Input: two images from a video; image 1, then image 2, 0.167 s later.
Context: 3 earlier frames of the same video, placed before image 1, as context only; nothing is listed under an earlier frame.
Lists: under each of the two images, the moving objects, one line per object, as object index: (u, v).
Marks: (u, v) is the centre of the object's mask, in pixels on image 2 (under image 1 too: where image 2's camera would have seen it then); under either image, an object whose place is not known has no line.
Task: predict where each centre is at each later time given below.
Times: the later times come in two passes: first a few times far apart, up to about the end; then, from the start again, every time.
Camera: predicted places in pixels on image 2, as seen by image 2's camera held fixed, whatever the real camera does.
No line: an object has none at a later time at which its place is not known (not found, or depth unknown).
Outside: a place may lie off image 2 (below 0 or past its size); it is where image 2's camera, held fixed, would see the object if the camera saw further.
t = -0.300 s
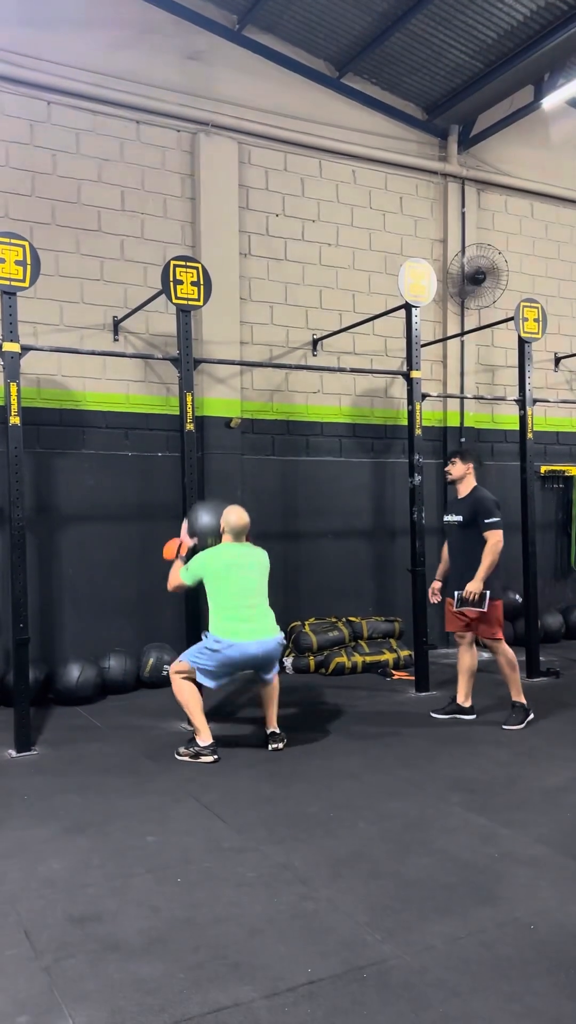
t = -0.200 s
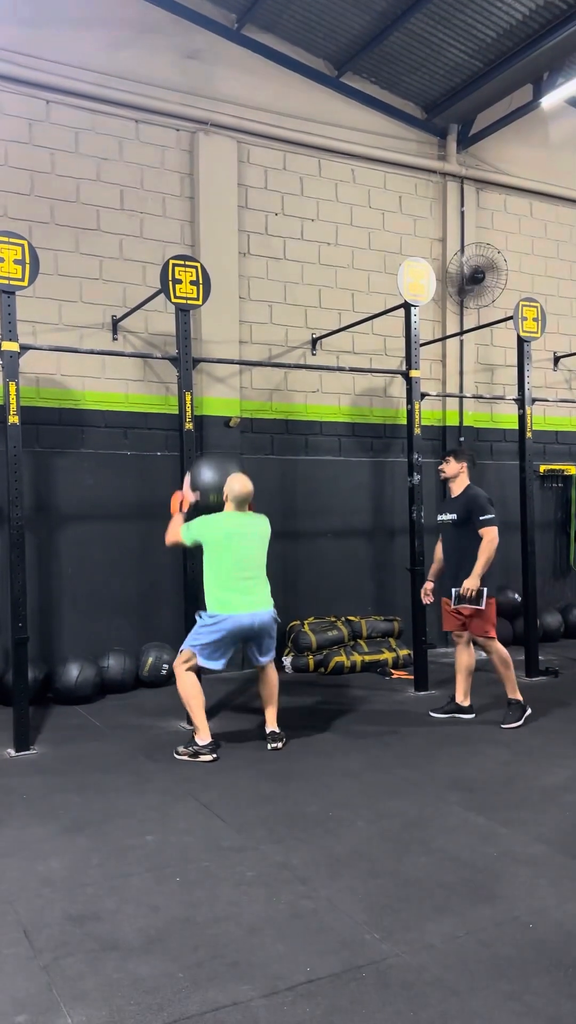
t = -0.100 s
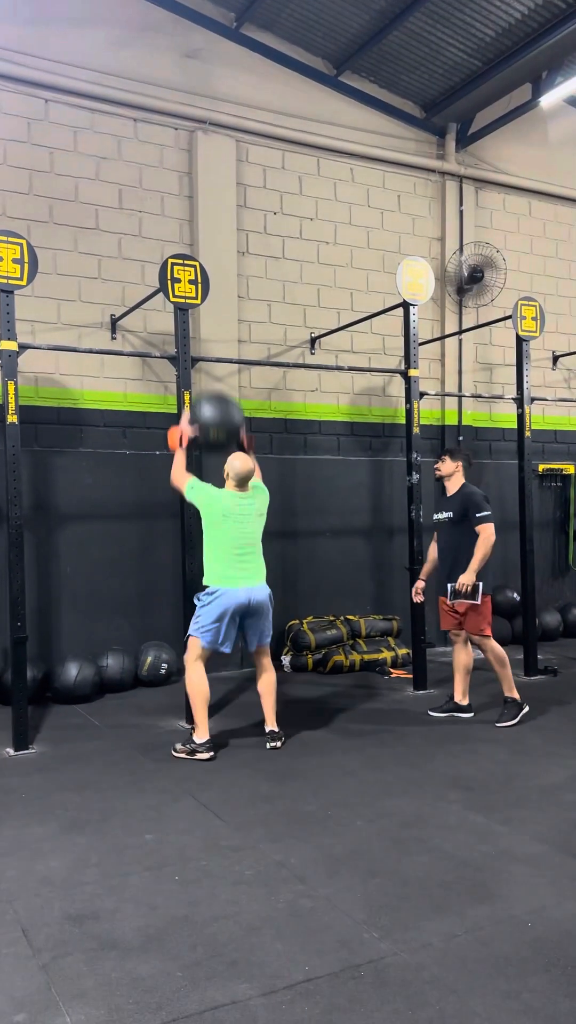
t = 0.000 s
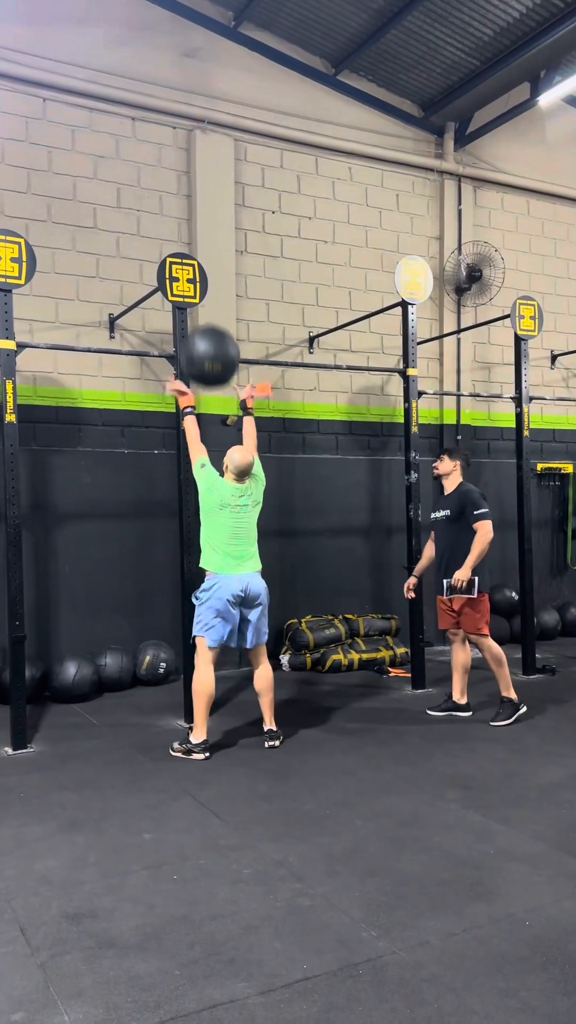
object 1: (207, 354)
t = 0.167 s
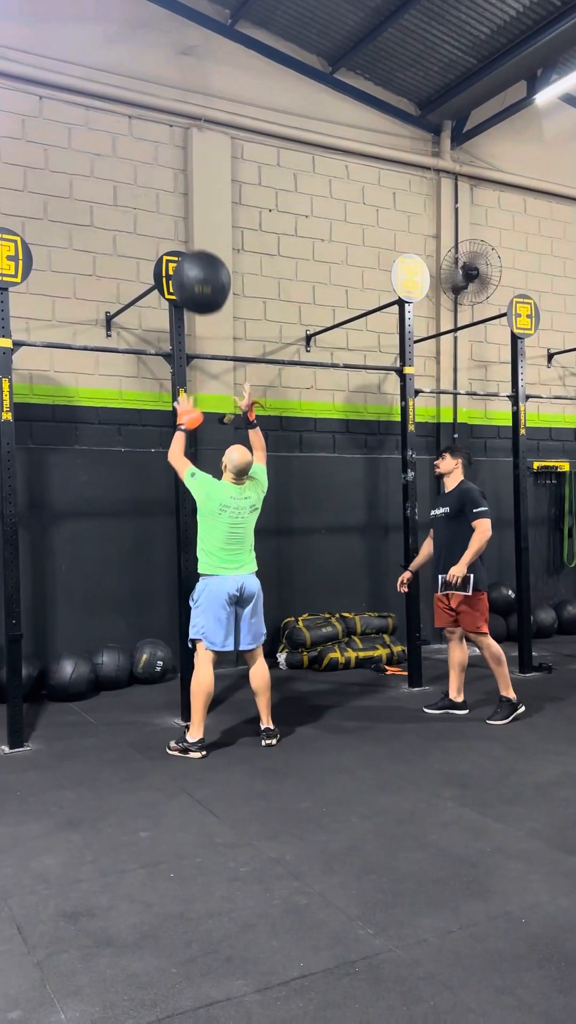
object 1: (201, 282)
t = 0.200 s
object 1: (201, 273)
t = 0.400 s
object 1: (199, 255)
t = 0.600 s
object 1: (205, 295)
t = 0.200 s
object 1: (201, 273)
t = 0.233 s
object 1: (199, 267)
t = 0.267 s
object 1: (198, 261)
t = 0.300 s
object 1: (198, 258)
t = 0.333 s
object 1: (198, 255)
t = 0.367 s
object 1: (198, 255)
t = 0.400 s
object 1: (199, 255)
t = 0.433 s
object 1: (200, 257)
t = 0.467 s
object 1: (201, 261)
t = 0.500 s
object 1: (202, 267)
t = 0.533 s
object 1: (203, 275)
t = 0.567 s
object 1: (204, 284)
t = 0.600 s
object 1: (205, 295)
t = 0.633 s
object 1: (206, 308)
